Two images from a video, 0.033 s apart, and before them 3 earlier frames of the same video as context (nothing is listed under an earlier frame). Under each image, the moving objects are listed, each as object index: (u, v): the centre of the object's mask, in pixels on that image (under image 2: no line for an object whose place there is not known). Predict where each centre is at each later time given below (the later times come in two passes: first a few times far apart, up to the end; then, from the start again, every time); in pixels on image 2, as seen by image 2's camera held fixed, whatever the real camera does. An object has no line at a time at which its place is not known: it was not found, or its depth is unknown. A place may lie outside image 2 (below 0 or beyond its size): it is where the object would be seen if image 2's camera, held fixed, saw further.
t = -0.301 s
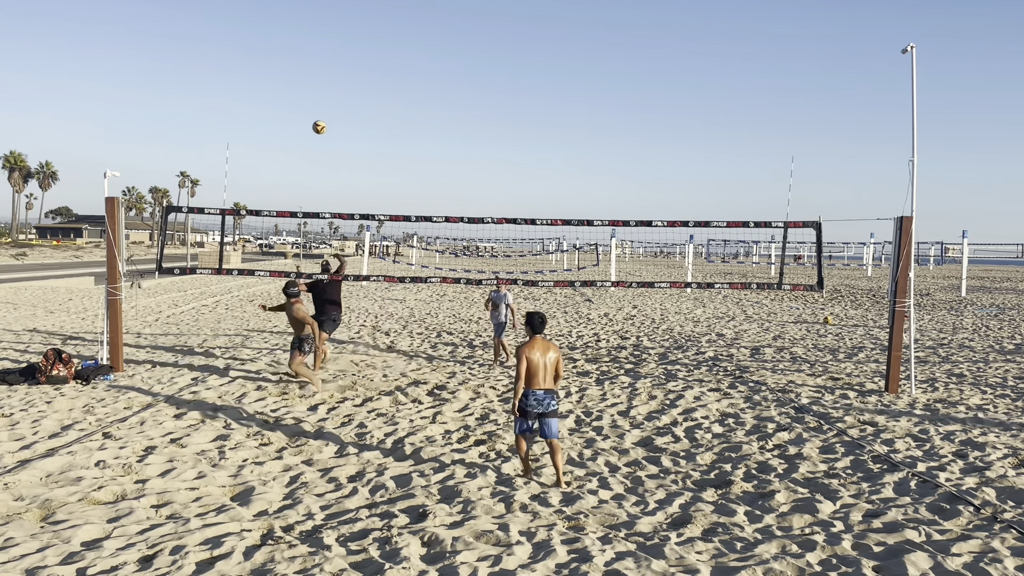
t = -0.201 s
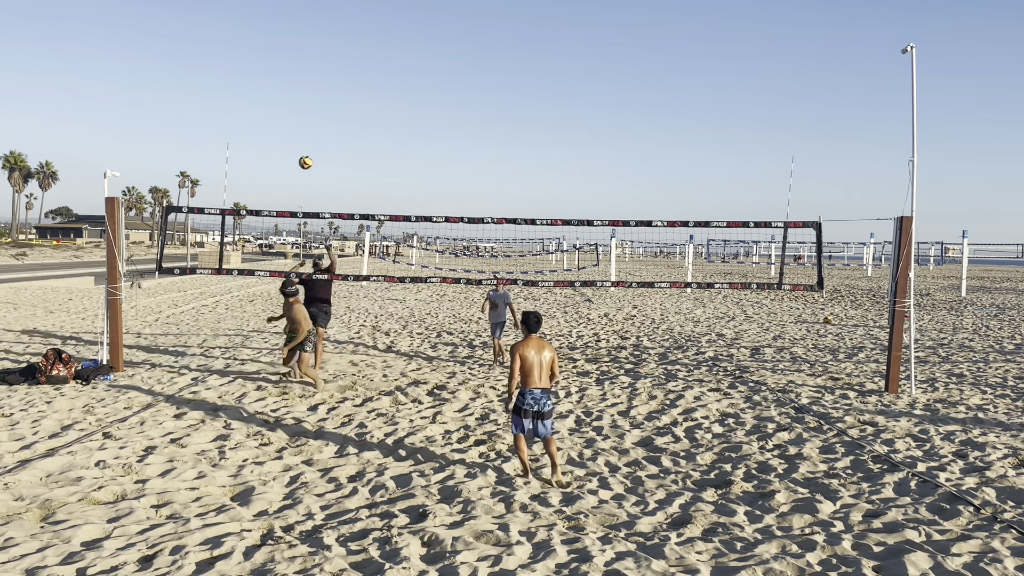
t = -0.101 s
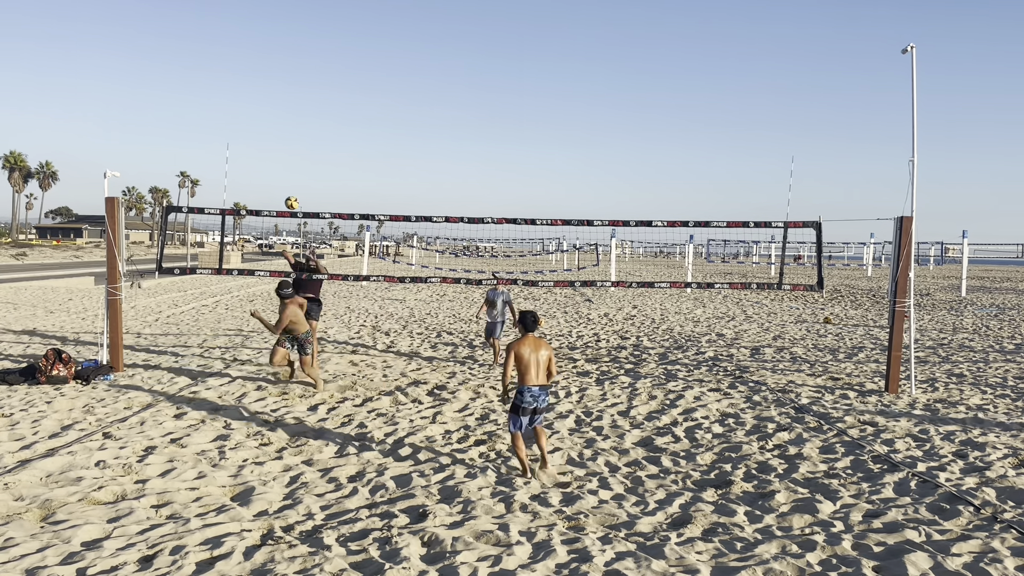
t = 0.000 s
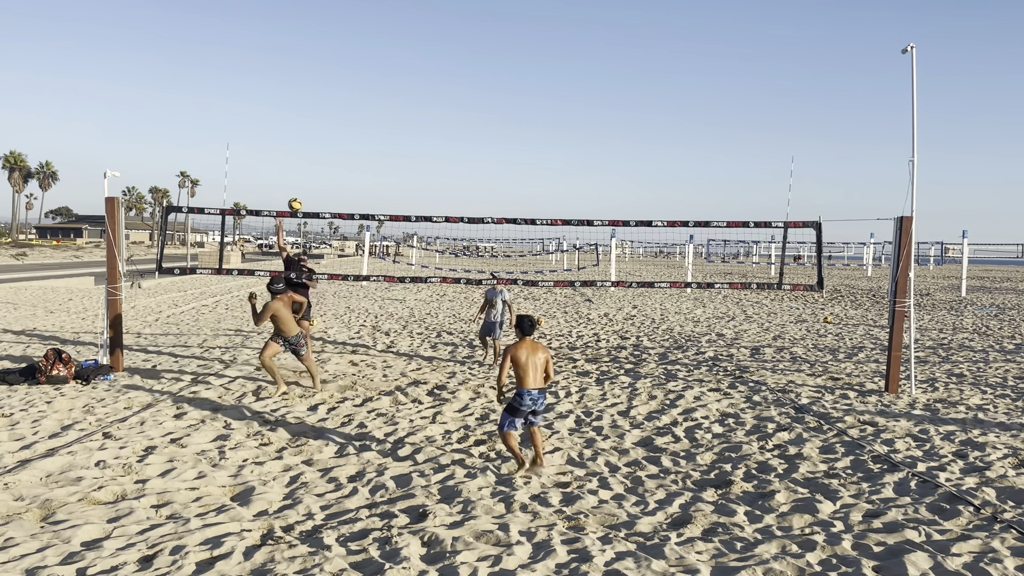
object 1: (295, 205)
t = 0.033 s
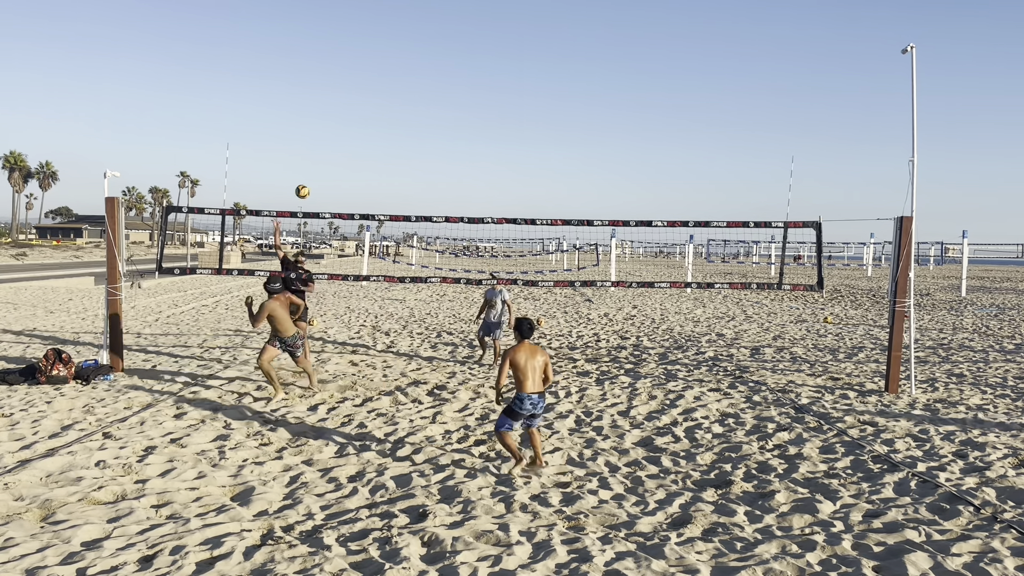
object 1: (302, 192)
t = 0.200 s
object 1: (345, 136)
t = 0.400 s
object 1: (404, 96)
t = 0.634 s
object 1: (488, 99)
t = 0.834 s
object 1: (573, 161)
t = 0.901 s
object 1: (604, 196)
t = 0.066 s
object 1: (310, 179)
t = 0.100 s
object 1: (318, 167)
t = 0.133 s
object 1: (327, 156)
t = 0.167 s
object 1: (336, 146)
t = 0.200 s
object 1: (345, 136)
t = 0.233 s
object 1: (354, 127)
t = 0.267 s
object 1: (363, 119)
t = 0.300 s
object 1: (373, 112)
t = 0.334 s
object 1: (383, 105)
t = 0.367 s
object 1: (393, 100)
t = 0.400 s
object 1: (404, 96)
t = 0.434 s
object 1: (415, 93)
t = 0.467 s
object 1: (426, 90)
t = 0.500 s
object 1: (438, 89)
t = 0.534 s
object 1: (450, 89)
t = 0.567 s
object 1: (462, 91)
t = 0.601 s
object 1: (475, 94)
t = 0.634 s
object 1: (488, 99)
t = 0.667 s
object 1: (501, 105)
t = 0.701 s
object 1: (515, 112)
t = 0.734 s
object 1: (529, 122)
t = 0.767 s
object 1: (543, 133)
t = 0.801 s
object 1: (558, 146)
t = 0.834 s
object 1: (573, 161)
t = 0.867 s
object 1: (588, 177)
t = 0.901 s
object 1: (604, 196)
